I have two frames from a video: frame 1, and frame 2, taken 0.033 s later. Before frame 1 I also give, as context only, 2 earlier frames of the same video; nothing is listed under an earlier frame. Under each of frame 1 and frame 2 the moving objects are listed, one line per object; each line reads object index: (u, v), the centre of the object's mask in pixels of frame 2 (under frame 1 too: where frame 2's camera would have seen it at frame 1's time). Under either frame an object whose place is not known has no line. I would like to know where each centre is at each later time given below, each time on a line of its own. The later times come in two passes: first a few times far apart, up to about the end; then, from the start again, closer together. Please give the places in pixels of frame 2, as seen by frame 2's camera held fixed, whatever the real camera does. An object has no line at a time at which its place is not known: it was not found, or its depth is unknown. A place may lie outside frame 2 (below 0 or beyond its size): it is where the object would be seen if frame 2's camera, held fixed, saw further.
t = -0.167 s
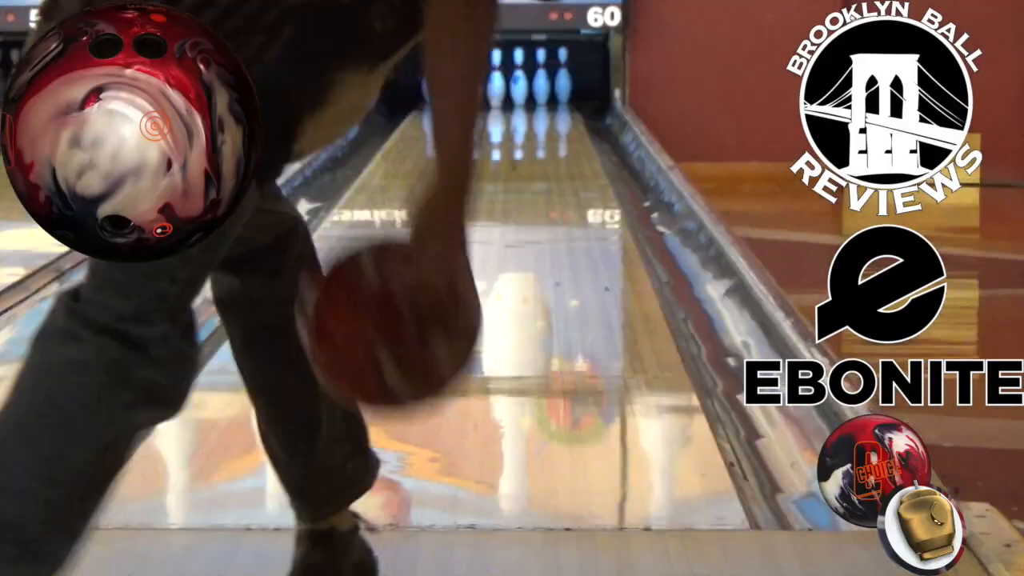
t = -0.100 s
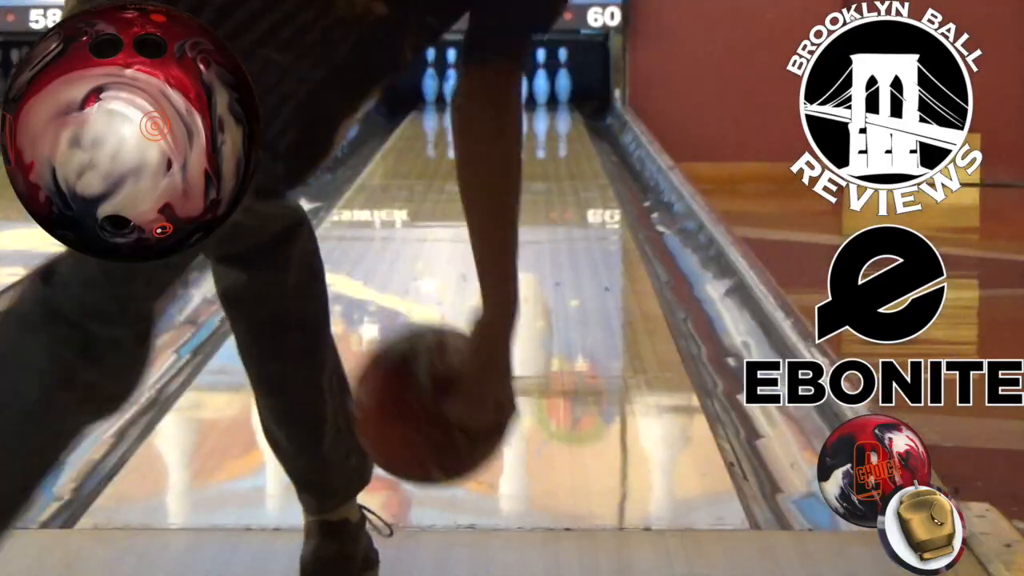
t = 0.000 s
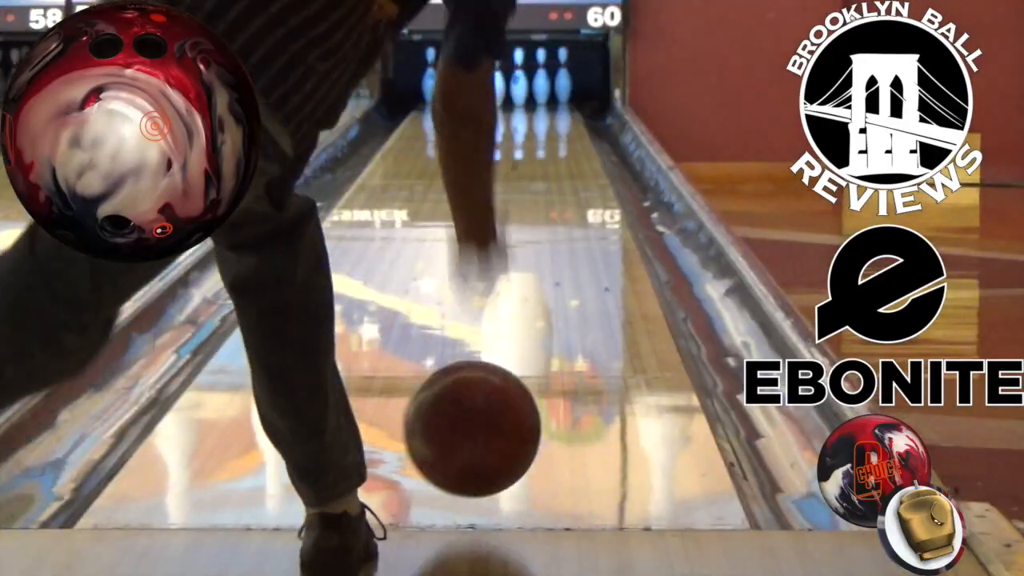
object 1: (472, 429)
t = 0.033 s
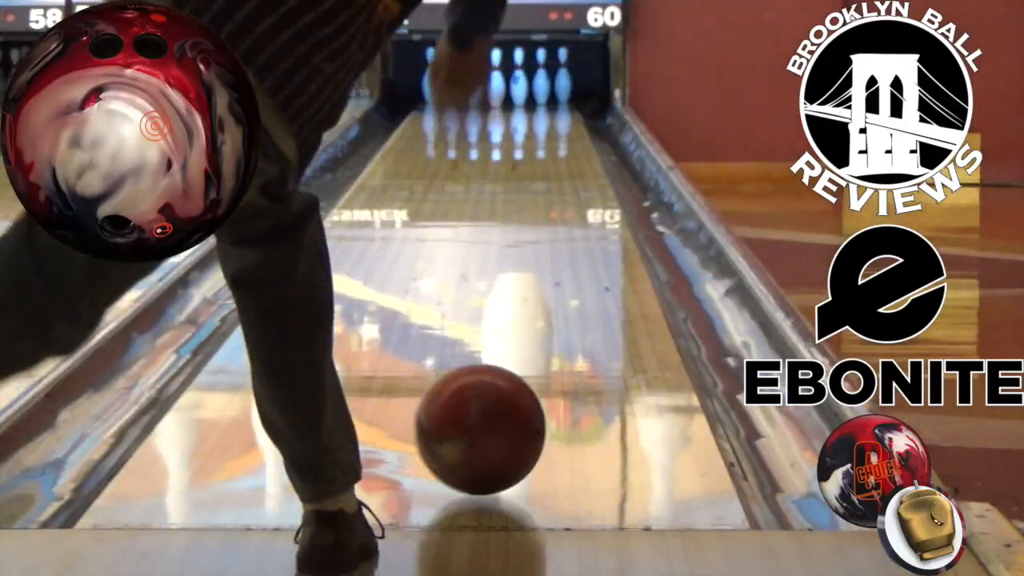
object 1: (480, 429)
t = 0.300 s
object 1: (523, 310)
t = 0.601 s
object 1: (549, 233)
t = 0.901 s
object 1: (563, 186)
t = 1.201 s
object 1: (569, 153)
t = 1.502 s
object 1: (566, 130)
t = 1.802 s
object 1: (555, 113)
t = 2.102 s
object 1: (531, 100)
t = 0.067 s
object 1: (487, 409)
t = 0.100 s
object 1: (494, 391)
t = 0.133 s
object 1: (500, 378)
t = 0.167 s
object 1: (505, 362)
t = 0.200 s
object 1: (510, 348)
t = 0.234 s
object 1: (515, 334)
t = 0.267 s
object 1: (519, 322)
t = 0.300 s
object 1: (523, 310)
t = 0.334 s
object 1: (527, 299)
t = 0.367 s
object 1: (530, 289)
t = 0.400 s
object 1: (533, 280)
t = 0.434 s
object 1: (536, 270)
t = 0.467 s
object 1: (539, 263)
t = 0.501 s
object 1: (542, 254)
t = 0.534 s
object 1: (544, 247)
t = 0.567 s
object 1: (546, 240)
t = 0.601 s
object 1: (549, 233)
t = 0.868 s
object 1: (561, 190)
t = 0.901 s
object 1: (563, 186)
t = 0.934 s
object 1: (563, 182)
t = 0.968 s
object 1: (564, 177)
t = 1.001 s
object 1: (565, 173)
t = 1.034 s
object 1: (566, 170)
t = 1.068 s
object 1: (567, 167)
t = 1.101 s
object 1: (567, 163)
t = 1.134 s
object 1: (568, 160)
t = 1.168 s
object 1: (568, 157)
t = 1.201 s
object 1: (569, 153)
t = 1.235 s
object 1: (568, 151)
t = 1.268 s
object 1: (569, 147)
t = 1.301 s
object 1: (569, 145)
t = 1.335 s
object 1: (568, 143)
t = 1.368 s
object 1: (568, 139)
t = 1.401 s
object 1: (568, 137)
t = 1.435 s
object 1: (568, 134)
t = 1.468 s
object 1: (567, 132)
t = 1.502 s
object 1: (566, 130)
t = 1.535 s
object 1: (566, 128)
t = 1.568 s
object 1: (565, 126)
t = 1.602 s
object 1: (565, 124)
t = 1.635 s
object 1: (563, 121)
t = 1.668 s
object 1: (562, 120)
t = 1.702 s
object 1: (560, 119)
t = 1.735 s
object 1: (559, 117)
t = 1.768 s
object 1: (557, 115)
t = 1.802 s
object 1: (555, 113)
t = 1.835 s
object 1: (553, 111)
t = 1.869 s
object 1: (551, 110)
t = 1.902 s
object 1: (548, 108)
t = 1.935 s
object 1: (545, 107)
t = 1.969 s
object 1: (543, 106)
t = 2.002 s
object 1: (541, 104)
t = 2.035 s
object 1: (539, 103)
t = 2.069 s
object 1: (534, 101)
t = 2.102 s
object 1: (531, 100)
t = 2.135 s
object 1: (528, 99)
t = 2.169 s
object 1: (524, 98)
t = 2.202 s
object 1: (520, 98)
